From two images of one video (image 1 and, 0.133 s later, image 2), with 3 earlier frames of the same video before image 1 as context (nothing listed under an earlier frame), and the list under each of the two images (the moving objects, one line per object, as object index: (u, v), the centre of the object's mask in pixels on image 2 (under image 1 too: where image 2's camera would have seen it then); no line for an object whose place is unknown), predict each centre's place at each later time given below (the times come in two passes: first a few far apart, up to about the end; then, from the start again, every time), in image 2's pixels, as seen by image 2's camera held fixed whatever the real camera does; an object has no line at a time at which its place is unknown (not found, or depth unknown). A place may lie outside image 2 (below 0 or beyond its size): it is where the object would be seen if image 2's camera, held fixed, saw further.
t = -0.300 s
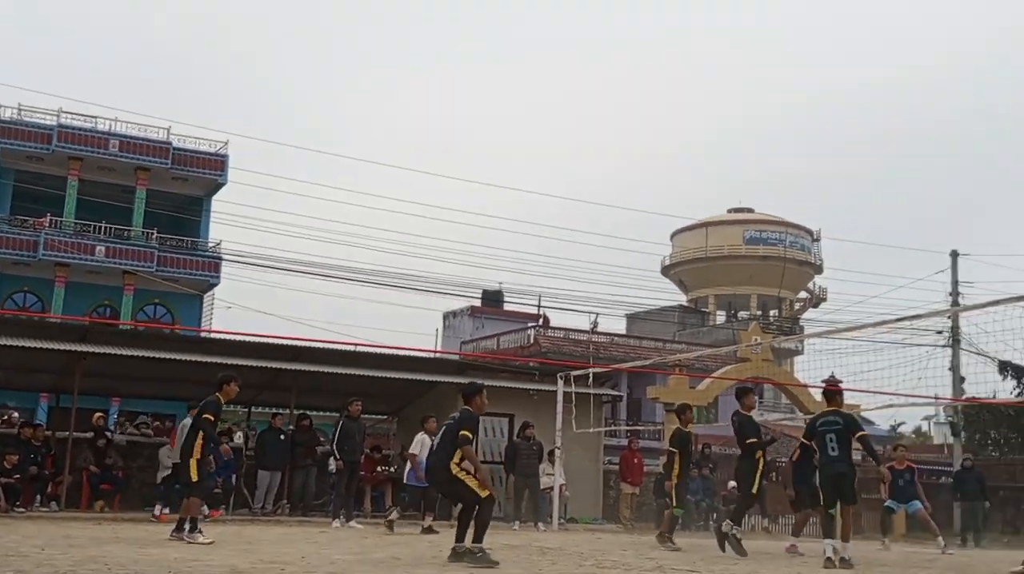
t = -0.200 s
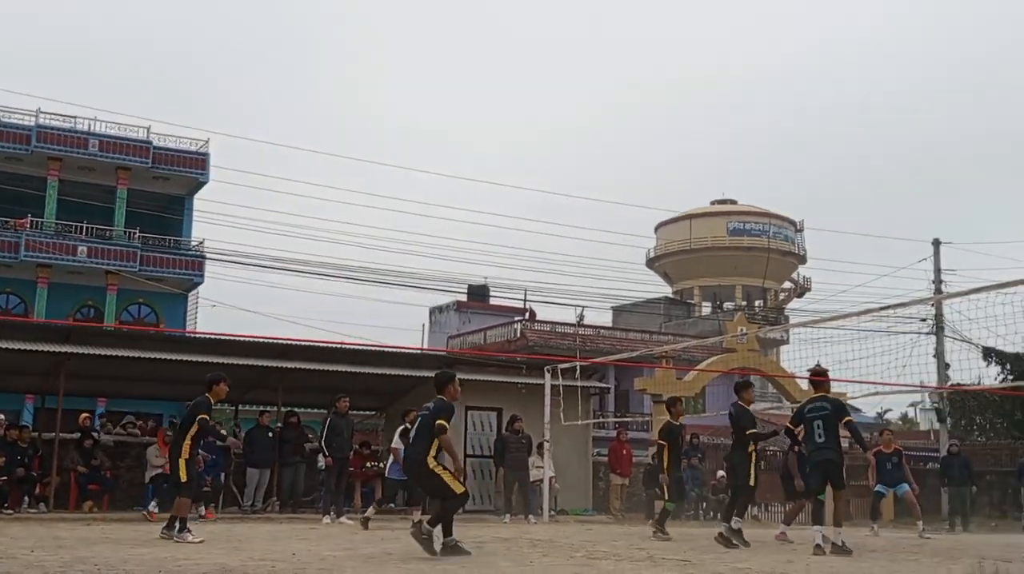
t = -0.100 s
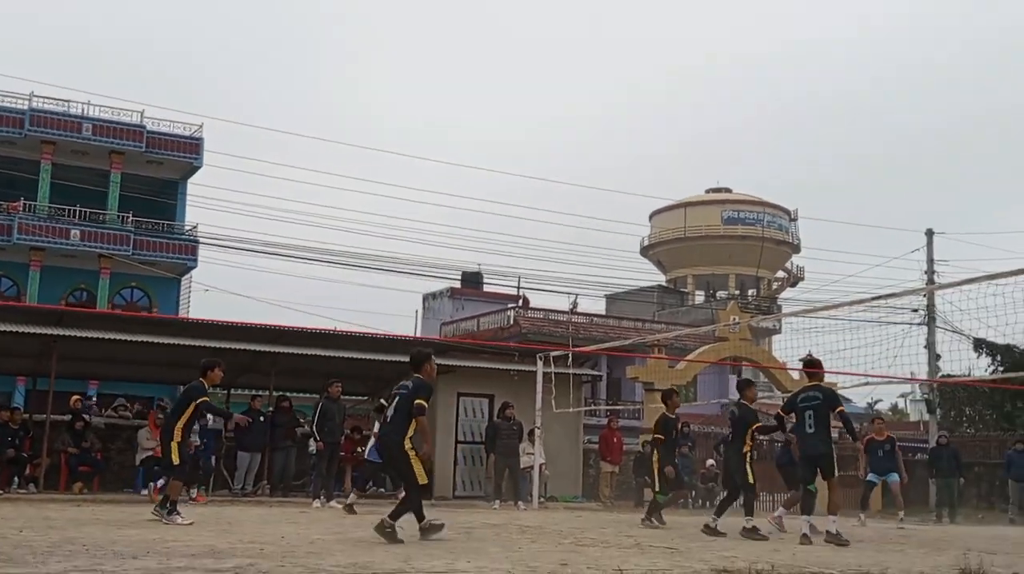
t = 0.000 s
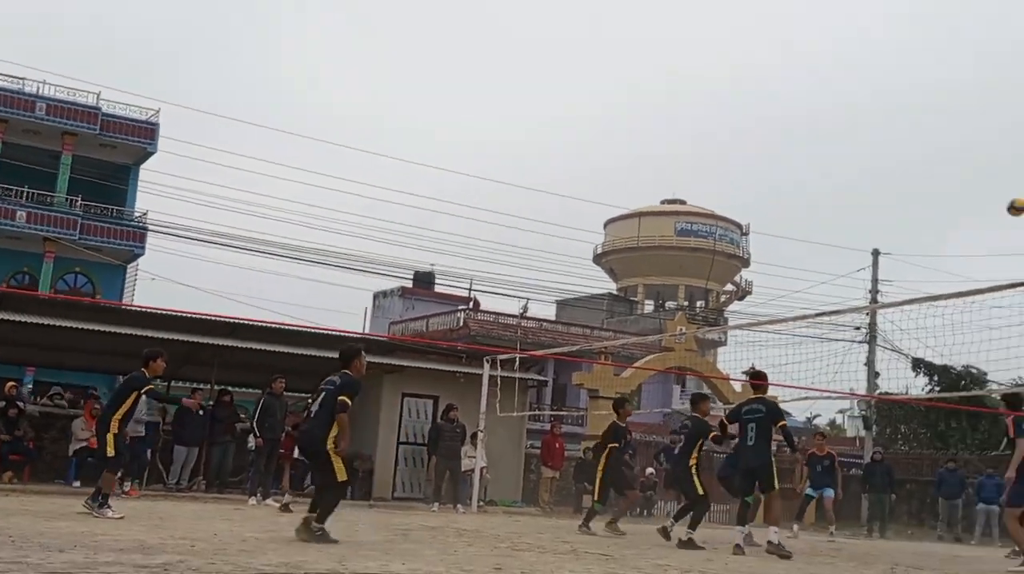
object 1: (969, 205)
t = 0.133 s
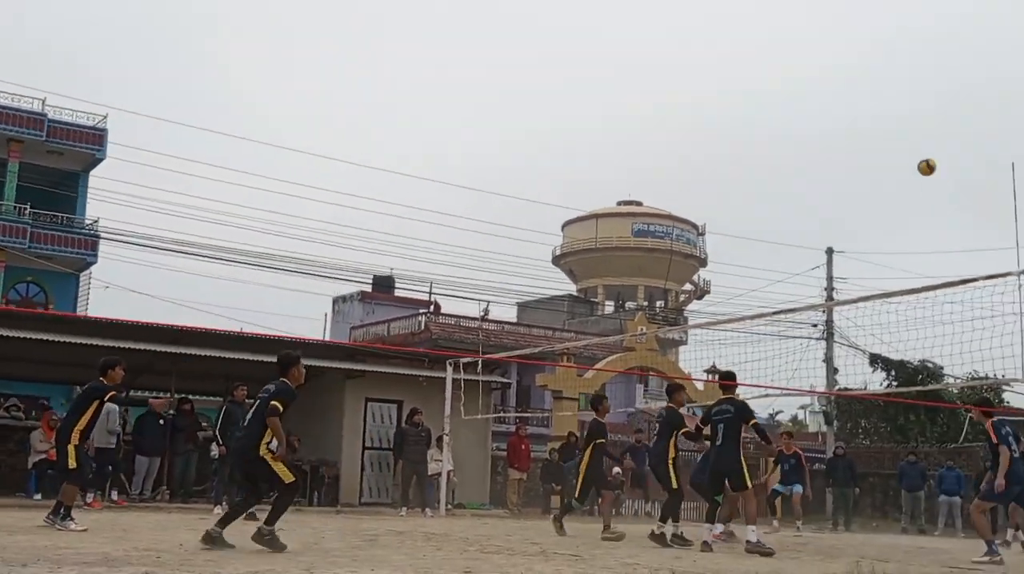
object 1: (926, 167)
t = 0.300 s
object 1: (884, 142)
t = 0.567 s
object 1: (816, 150)
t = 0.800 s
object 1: (764, 198)
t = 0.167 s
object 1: (918, 160)
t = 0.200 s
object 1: (910, 154)
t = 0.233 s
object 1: (902, 150)
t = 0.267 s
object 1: (894, 145)
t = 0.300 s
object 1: (884, 142)
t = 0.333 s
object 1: (875, 139)
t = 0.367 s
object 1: (866, 139)
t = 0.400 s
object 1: (857, 138)
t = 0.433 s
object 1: (848, 139)
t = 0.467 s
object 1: (839, 140)
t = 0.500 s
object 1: (832, 142)
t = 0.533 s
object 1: (824, 146)
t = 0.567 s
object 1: (816, 150)
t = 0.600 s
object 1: (808, 155)
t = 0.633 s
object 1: (802, 159)
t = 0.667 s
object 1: (794, 166)
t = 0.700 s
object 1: (786, 172)
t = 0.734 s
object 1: (777, 180)
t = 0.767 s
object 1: (770, 189)
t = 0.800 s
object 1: (764, 198)
